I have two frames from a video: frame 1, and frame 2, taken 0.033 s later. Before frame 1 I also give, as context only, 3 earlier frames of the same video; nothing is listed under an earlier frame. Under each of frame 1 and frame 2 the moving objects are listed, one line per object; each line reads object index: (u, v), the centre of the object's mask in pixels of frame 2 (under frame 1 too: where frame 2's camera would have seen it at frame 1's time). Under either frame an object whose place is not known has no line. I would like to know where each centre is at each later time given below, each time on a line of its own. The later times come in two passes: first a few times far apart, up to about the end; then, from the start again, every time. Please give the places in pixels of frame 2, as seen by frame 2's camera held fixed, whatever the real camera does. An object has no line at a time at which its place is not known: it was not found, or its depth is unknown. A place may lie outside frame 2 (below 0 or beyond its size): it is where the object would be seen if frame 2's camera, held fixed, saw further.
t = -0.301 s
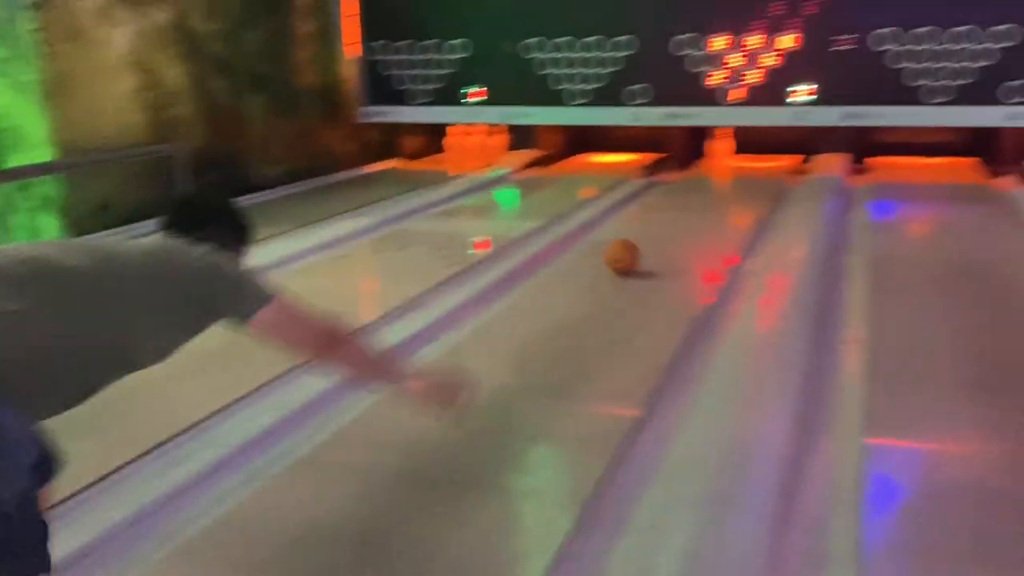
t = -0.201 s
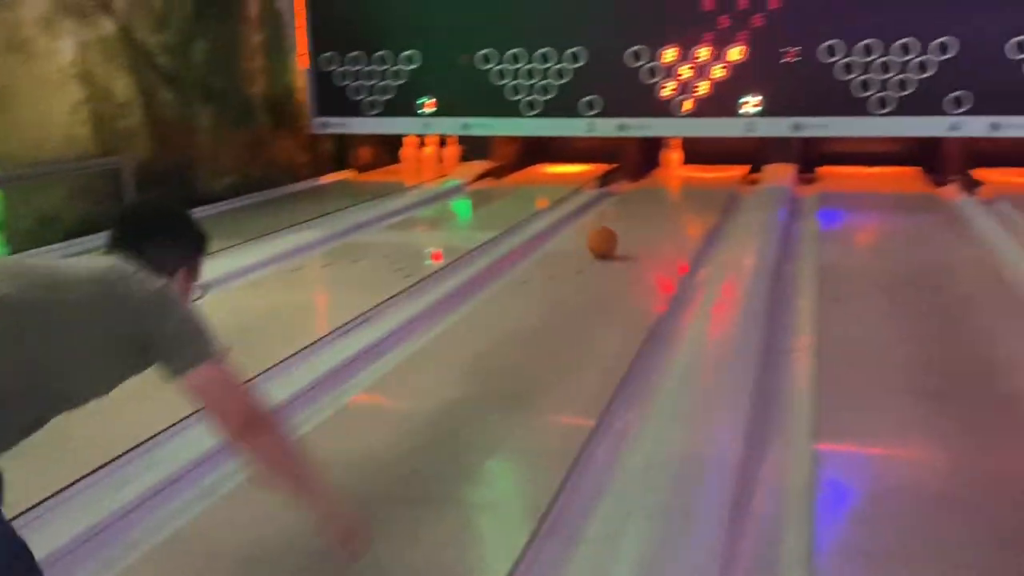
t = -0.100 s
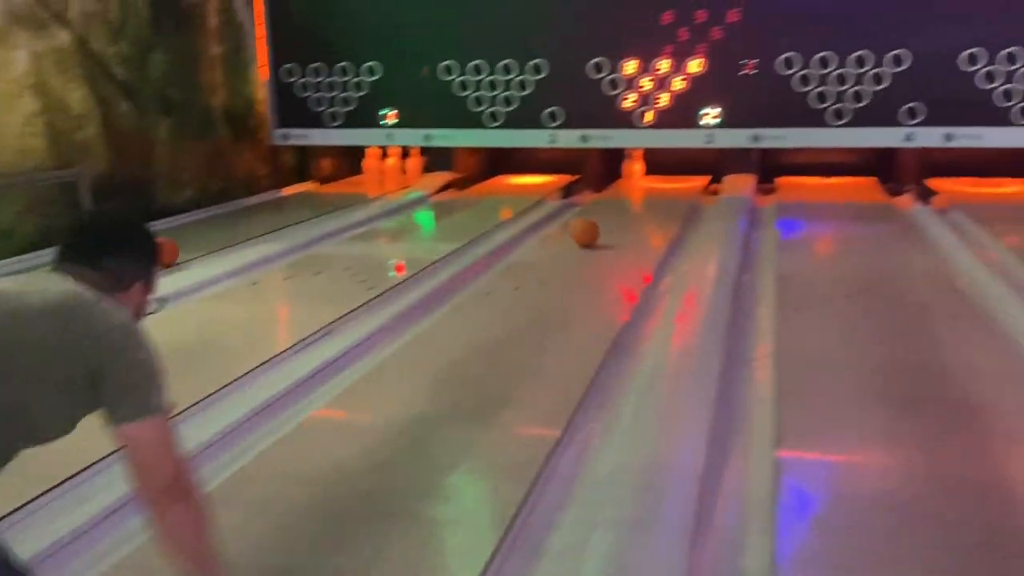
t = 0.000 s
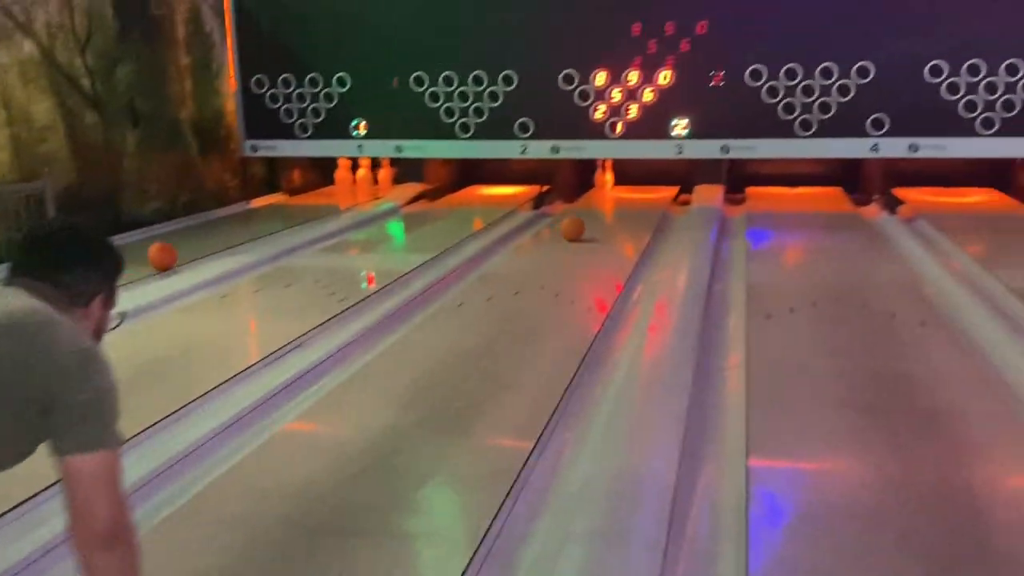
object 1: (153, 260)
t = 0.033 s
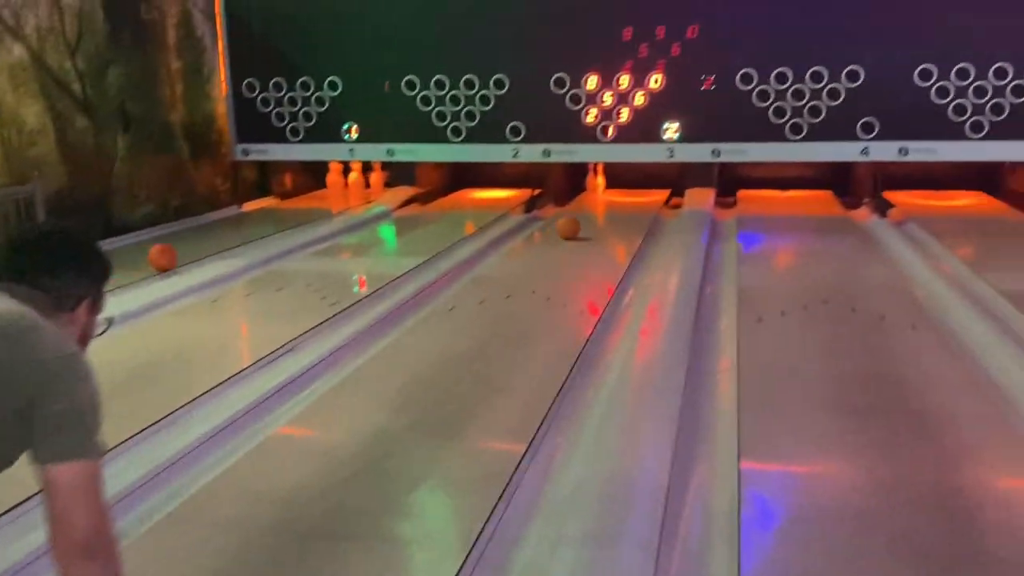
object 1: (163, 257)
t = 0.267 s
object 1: (225, 240)
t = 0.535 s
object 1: (282, 227)
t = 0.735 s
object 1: (316, 218)
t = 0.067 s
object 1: (172, 254)
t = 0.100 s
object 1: (182, 251)
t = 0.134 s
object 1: (191, 248)
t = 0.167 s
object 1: (200, 246)
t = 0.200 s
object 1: (208, 243)
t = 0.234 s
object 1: (217, 242)
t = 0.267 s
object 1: (225, 240)
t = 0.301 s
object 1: (234, 238)
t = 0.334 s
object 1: (241, 236)
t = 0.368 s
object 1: (249, 235)
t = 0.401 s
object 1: (257, 236)
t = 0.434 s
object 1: (266, 233)
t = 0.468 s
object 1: (273, 230)
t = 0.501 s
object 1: (277, 228)
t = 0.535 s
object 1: (282, 227)
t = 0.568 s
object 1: (287, 225)
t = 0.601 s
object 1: (293, 224)
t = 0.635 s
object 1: (299, 222)
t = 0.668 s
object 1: (304, 221)
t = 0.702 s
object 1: (310, 219)
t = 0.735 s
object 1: (316, 218)
